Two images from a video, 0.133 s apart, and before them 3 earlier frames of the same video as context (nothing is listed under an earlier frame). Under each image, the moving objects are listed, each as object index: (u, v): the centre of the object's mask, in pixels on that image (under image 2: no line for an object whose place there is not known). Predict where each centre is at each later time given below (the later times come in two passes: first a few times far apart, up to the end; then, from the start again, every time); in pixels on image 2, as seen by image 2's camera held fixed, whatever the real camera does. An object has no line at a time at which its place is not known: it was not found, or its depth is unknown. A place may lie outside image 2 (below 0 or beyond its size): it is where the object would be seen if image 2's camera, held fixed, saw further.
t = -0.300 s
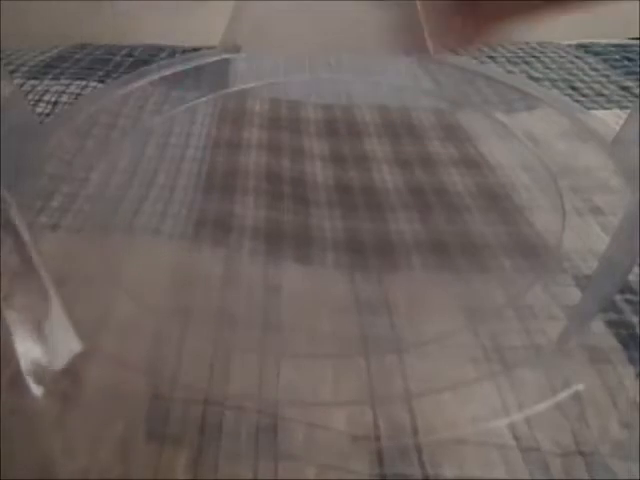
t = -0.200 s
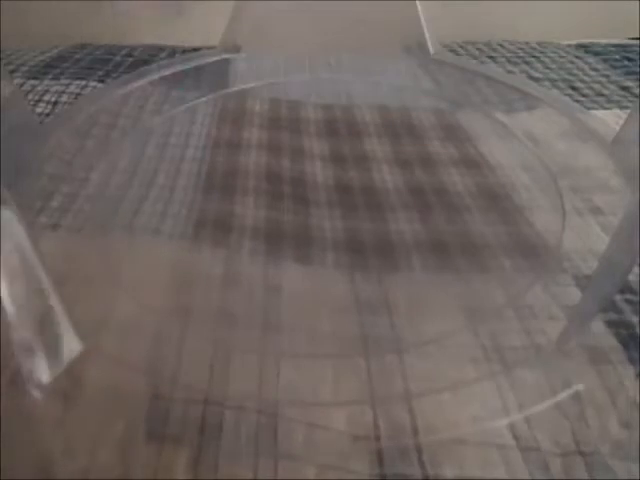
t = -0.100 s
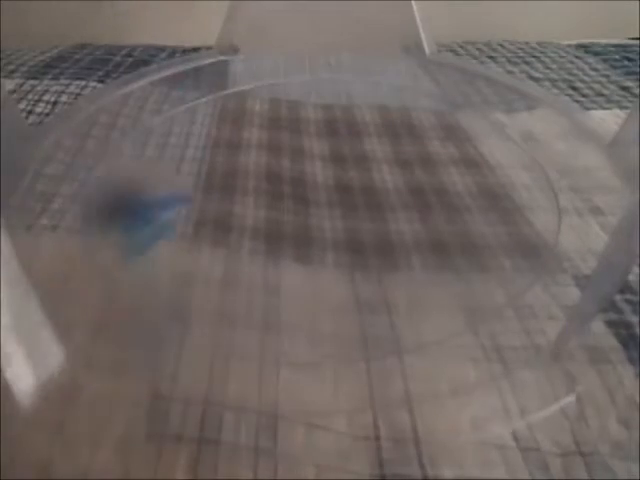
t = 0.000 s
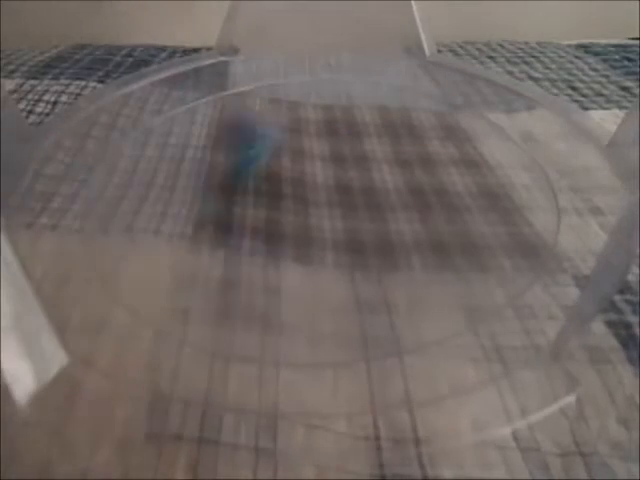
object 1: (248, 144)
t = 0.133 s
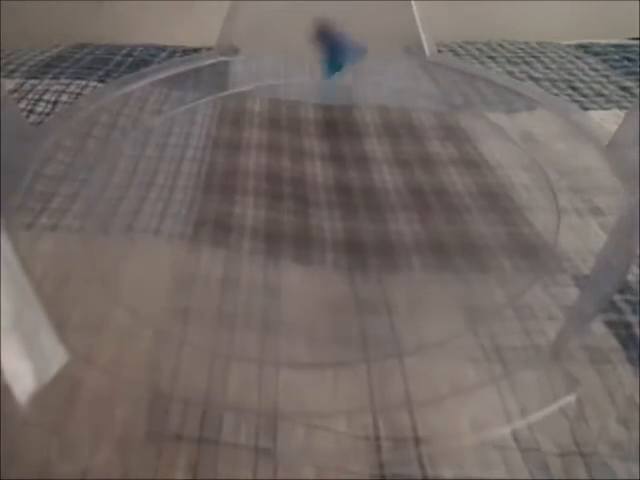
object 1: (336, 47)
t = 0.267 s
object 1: (383, 88)
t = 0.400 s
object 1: (420, 170)
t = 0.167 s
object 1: (347, 45)
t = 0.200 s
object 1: (362, 62)
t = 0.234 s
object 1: (372, 72)
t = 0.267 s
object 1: (383, 88)
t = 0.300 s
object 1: (398, 106)
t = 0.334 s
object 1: (406, 121)
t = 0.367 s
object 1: (415, 151)
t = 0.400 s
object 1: (420, 170)
